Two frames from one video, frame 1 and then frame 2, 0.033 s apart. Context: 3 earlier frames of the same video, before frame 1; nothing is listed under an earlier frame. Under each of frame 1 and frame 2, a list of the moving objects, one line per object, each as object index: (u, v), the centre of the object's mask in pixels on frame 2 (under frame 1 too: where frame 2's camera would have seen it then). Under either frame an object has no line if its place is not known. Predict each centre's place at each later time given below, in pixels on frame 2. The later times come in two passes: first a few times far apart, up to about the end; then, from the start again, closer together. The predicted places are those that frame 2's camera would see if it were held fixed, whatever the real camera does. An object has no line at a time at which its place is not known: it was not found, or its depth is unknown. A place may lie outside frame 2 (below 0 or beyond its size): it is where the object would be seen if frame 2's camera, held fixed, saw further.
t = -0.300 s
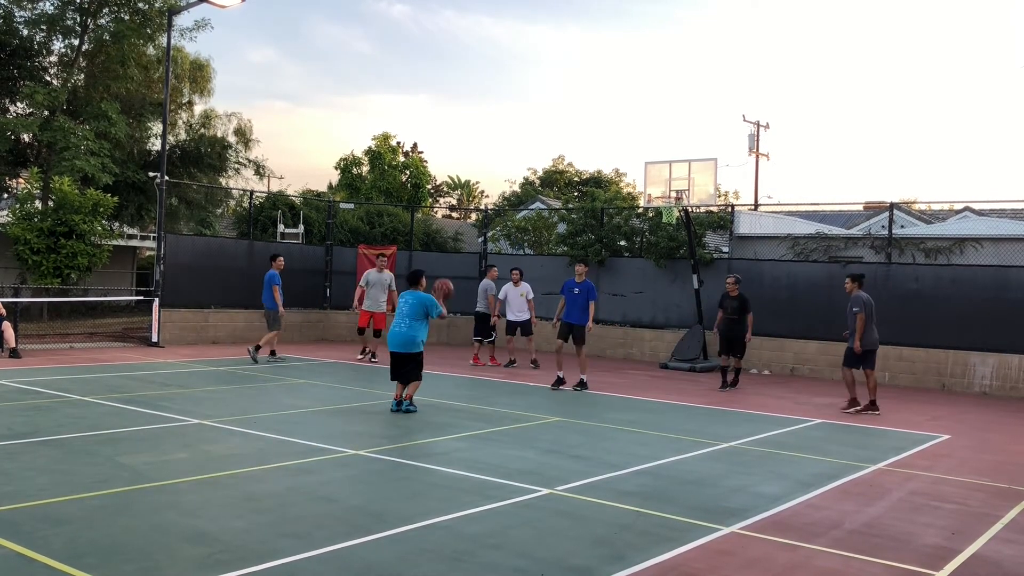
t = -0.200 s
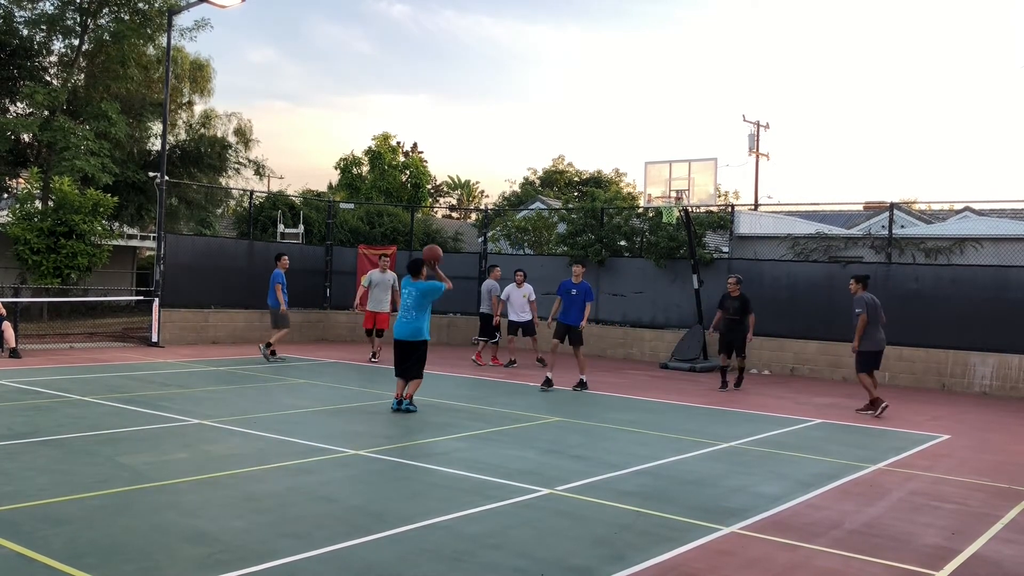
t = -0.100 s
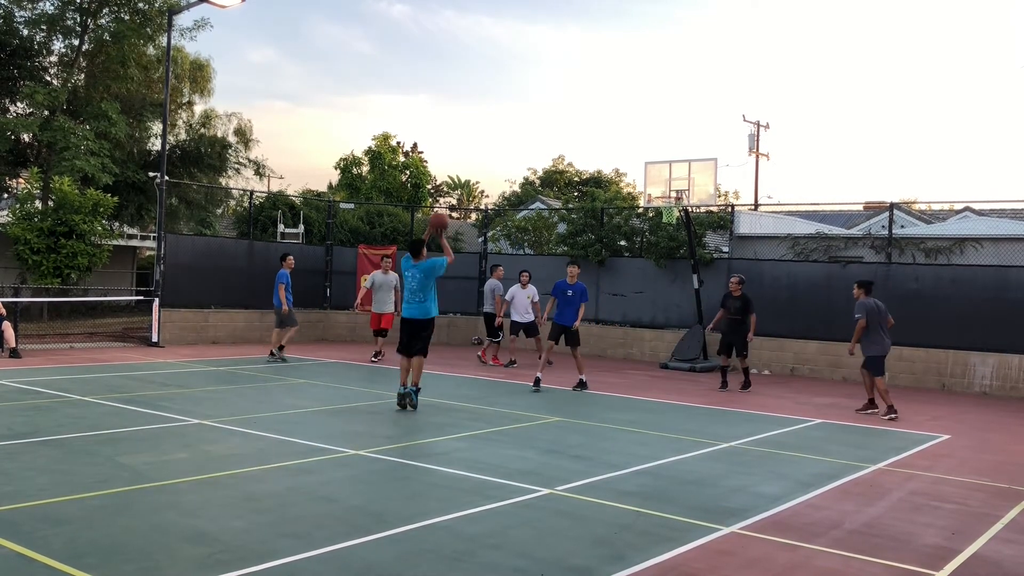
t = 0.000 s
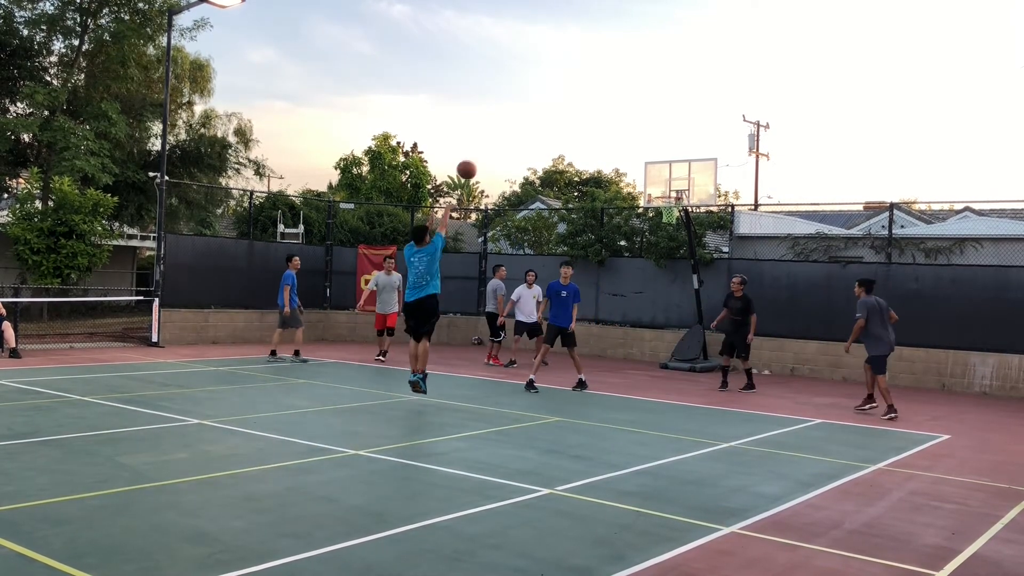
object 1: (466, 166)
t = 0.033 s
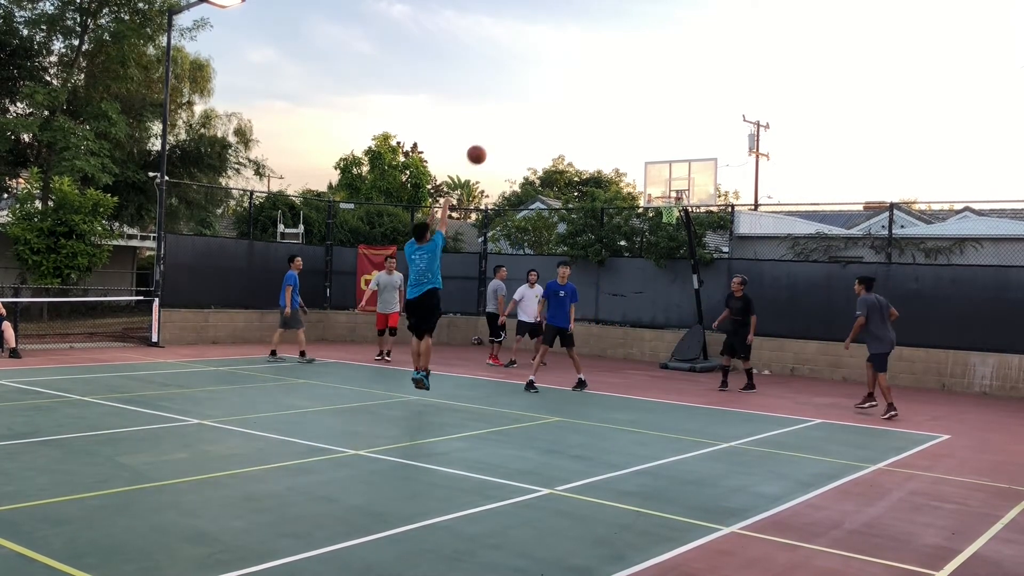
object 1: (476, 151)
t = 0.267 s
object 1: (539, 78)
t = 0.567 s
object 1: (601, 54)
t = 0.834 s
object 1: (644, 83)
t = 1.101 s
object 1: (679, 147)
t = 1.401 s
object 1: (680, 234)
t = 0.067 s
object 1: (486, 137)
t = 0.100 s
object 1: (495, 124)
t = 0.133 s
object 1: (505, 112)
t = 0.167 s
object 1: (514, 102)
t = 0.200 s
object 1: (521, 93)
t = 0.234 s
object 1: (530, 84)
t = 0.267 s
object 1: (539, 78)
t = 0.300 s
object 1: (547, 72)
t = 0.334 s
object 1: (554, 66)
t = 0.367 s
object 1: (562, 62)
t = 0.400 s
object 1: (569, 58)
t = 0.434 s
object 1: (576, 56)
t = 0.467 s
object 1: (582, 54)
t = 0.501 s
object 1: (589, 53)
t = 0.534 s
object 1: (595, 53)
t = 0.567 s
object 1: (601, 54)
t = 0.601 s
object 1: (607, 55)
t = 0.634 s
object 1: (613, 57)
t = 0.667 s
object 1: (618, 59)
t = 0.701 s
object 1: (624, 63)
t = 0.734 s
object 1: (629, 67)
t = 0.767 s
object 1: (634, 72)
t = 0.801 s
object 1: (639, 77)
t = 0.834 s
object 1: (644, 83)
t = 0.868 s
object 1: (649, 89)
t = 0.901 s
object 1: (654, 96)
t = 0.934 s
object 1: (658, 103)
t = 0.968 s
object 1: (662, 111)
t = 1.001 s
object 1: (667, 119)
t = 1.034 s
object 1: (671, 128)
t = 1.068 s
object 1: (675, 137)
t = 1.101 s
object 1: (679, 147)
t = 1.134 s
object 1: (683, 157)
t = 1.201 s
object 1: (690, 179)
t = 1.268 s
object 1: (691, 198)
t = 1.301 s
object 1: (688, 206)
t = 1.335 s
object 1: (686, 215)
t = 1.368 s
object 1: (683, 225)
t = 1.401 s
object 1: (680, 234)
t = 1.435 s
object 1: (678, 246)
